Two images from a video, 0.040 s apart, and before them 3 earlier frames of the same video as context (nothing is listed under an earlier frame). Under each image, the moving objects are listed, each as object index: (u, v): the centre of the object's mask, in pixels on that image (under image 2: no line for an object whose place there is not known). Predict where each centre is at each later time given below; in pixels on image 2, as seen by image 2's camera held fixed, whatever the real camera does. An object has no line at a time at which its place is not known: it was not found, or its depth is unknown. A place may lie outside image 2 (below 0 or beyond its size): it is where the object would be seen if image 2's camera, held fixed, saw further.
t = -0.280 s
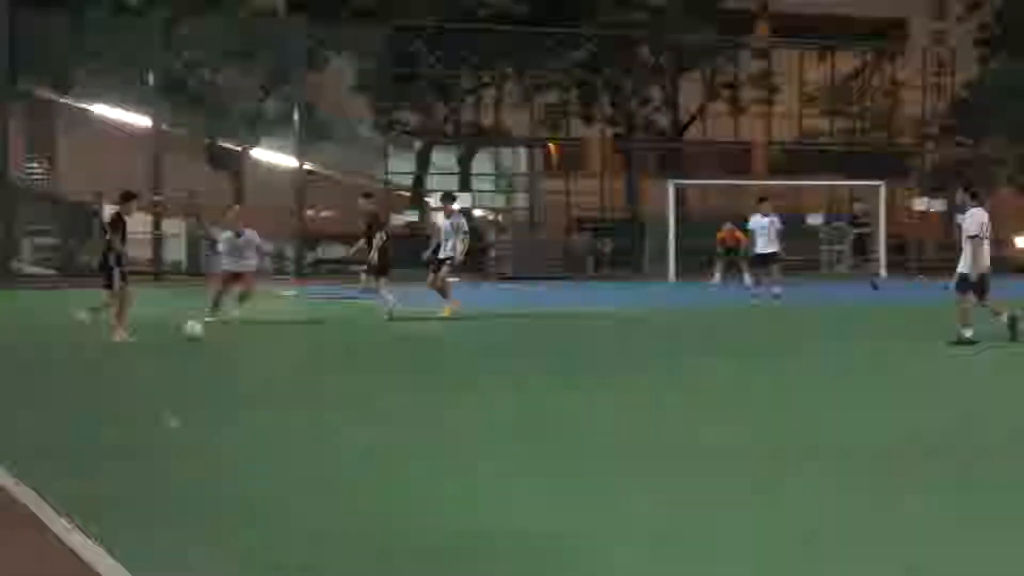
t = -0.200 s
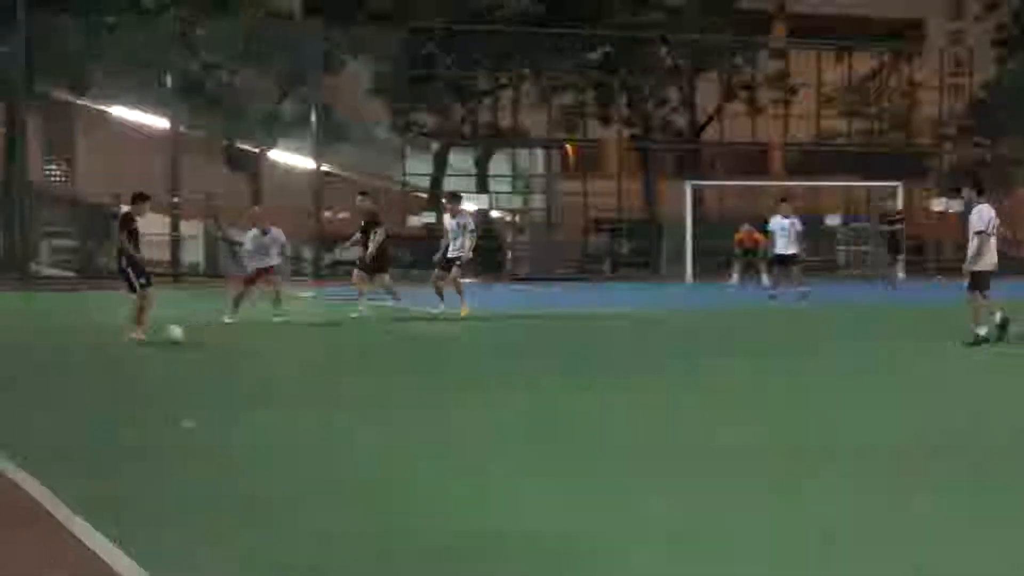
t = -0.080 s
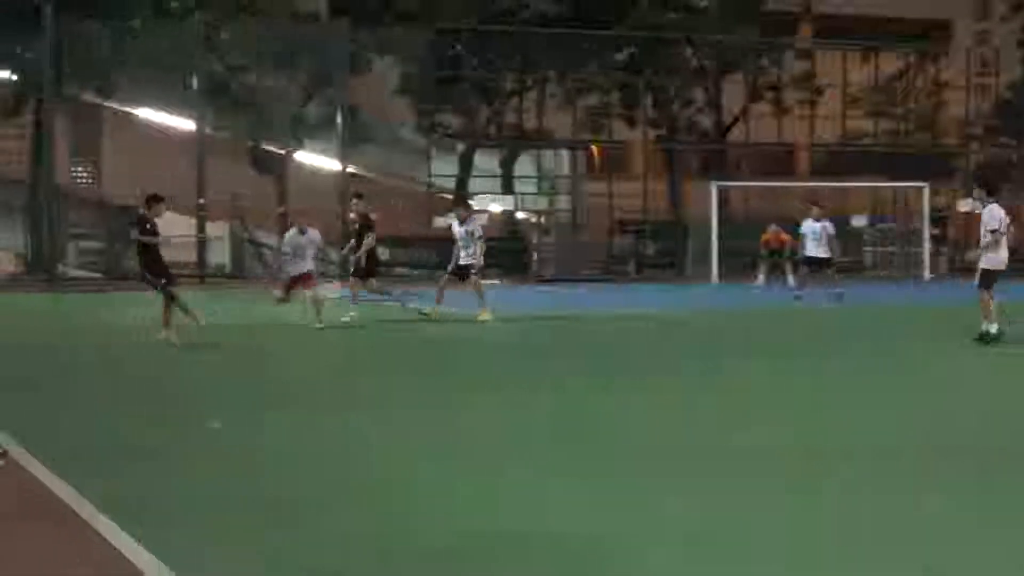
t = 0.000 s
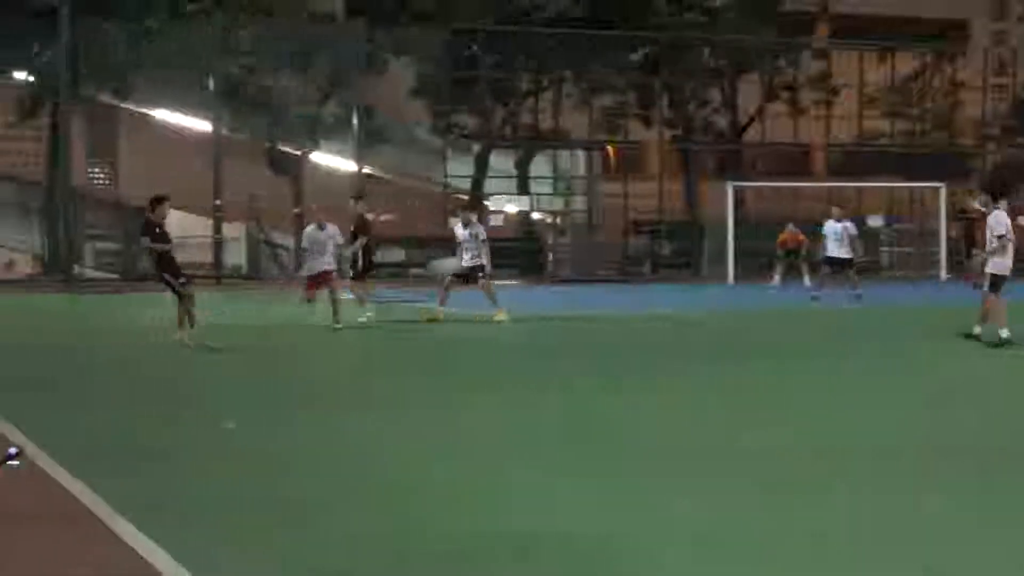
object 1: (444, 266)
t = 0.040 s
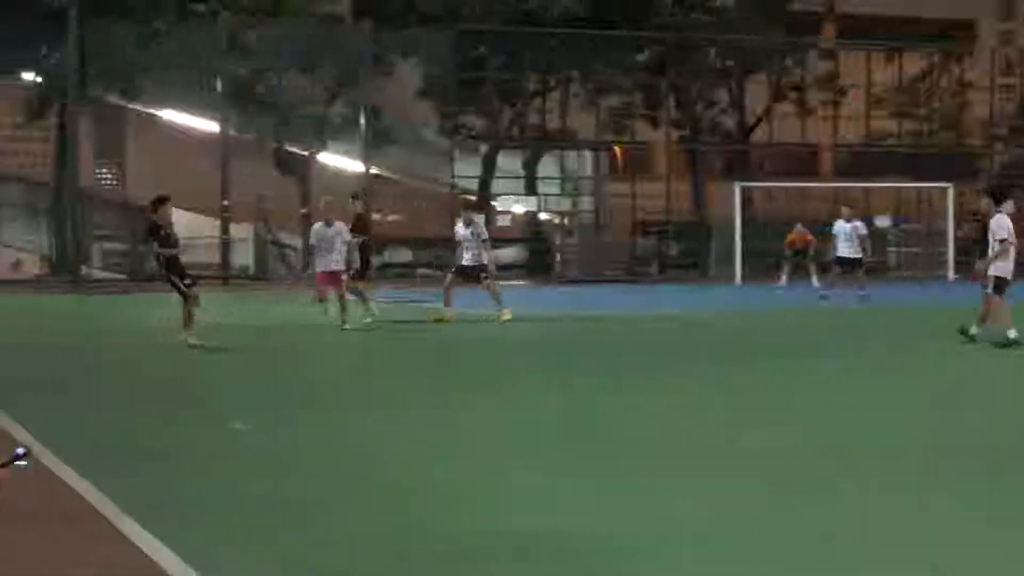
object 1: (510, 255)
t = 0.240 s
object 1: (752, 223)
